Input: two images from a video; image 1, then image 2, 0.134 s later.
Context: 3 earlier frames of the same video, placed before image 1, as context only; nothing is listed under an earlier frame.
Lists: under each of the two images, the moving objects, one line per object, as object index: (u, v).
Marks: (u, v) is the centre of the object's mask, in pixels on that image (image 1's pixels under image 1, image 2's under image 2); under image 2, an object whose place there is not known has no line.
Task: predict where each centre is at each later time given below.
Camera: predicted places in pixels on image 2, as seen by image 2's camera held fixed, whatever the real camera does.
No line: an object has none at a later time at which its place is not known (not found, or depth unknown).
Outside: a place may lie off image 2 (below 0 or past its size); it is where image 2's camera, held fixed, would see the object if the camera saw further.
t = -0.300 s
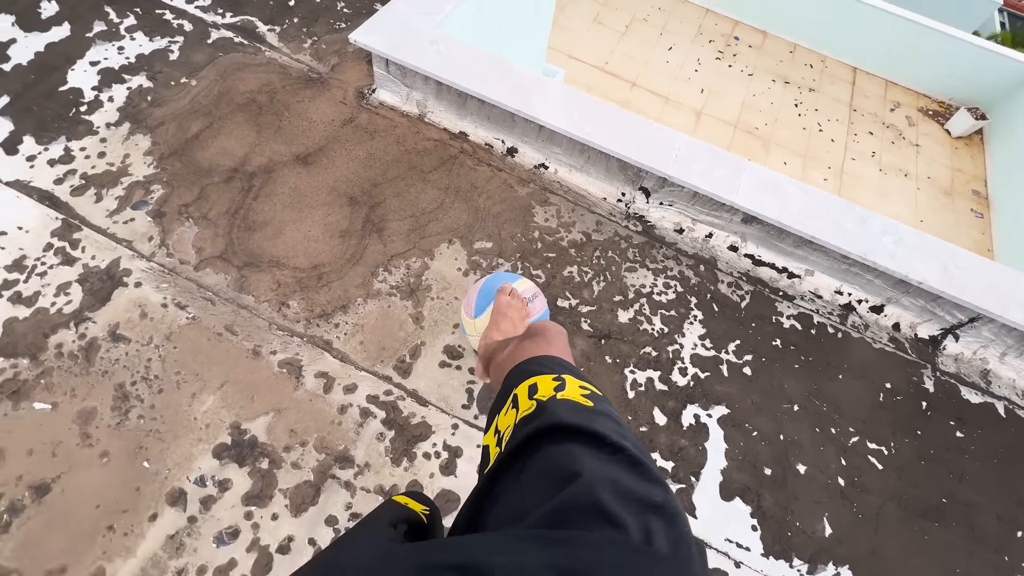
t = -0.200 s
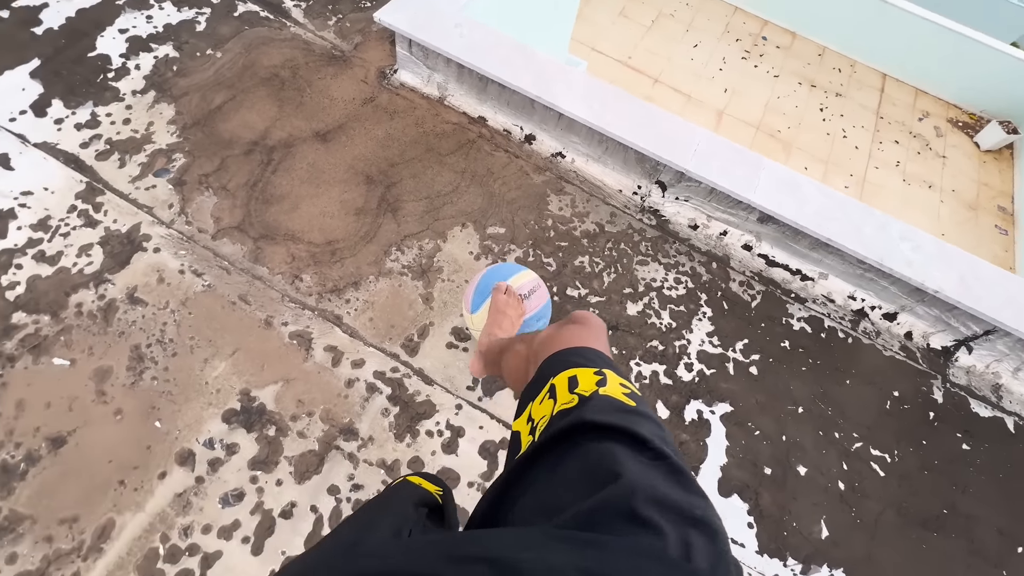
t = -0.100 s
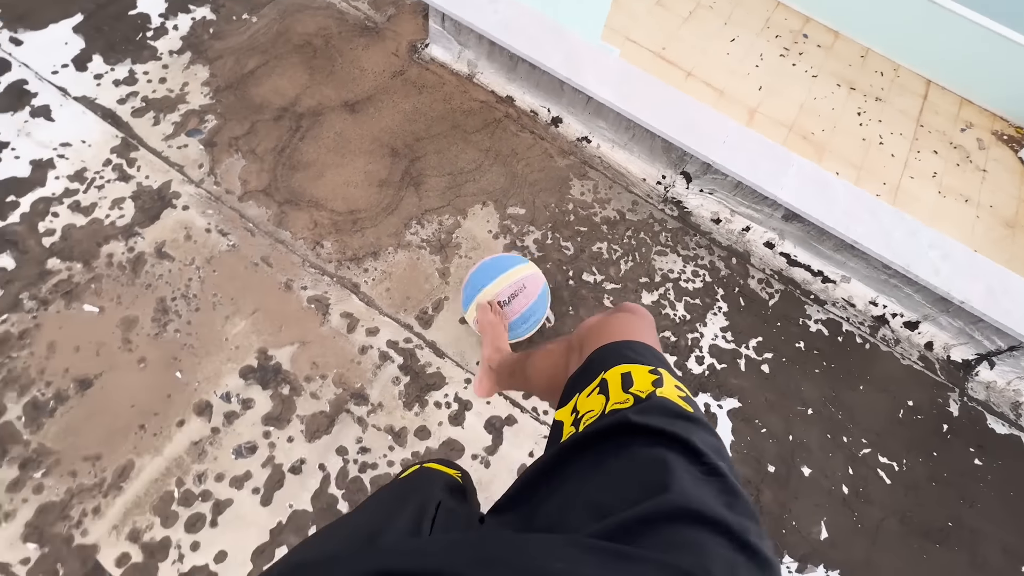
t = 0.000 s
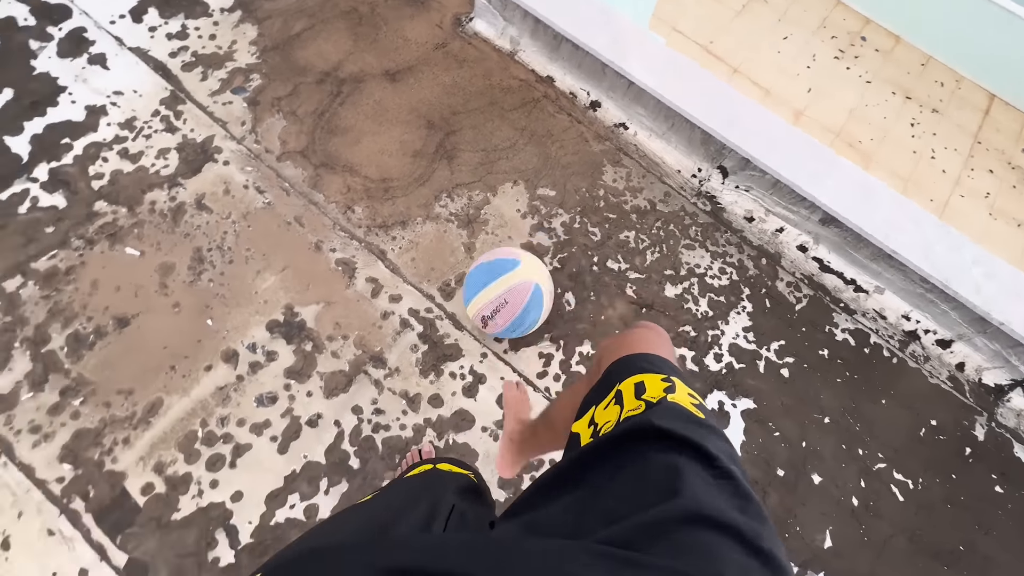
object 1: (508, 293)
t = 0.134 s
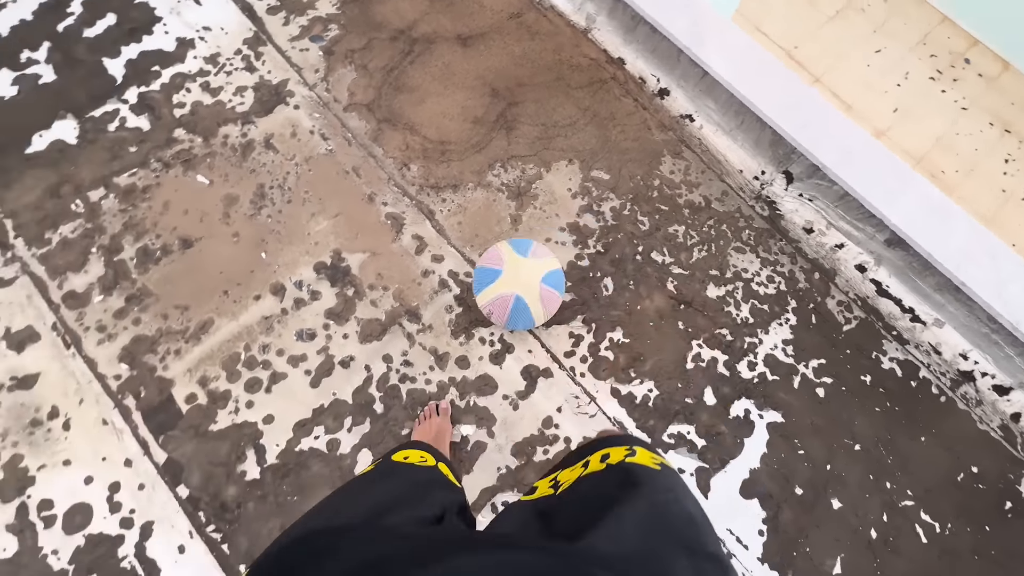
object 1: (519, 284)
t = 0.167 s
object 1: (512, 287)
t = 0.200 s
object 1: (505, 291)
